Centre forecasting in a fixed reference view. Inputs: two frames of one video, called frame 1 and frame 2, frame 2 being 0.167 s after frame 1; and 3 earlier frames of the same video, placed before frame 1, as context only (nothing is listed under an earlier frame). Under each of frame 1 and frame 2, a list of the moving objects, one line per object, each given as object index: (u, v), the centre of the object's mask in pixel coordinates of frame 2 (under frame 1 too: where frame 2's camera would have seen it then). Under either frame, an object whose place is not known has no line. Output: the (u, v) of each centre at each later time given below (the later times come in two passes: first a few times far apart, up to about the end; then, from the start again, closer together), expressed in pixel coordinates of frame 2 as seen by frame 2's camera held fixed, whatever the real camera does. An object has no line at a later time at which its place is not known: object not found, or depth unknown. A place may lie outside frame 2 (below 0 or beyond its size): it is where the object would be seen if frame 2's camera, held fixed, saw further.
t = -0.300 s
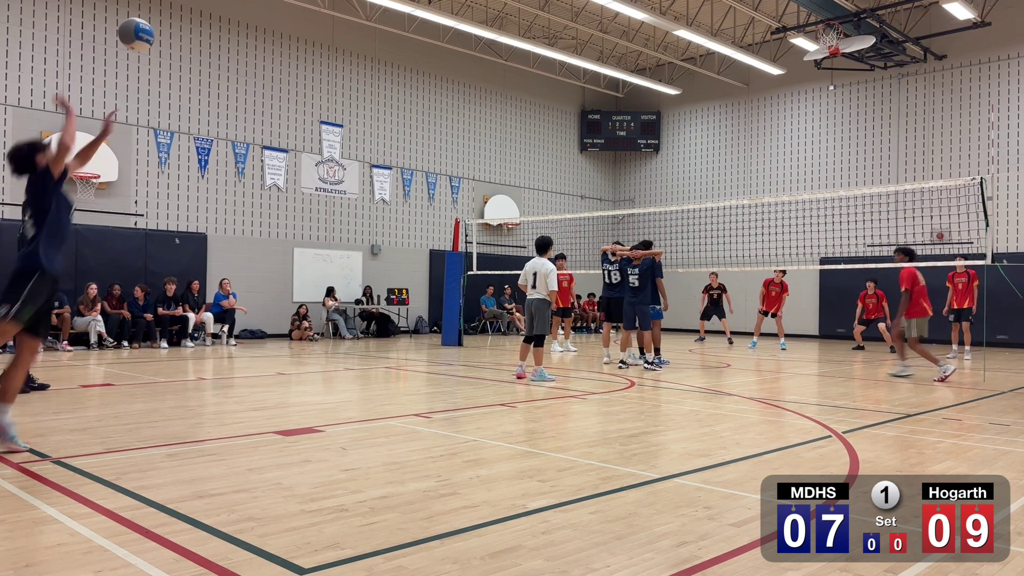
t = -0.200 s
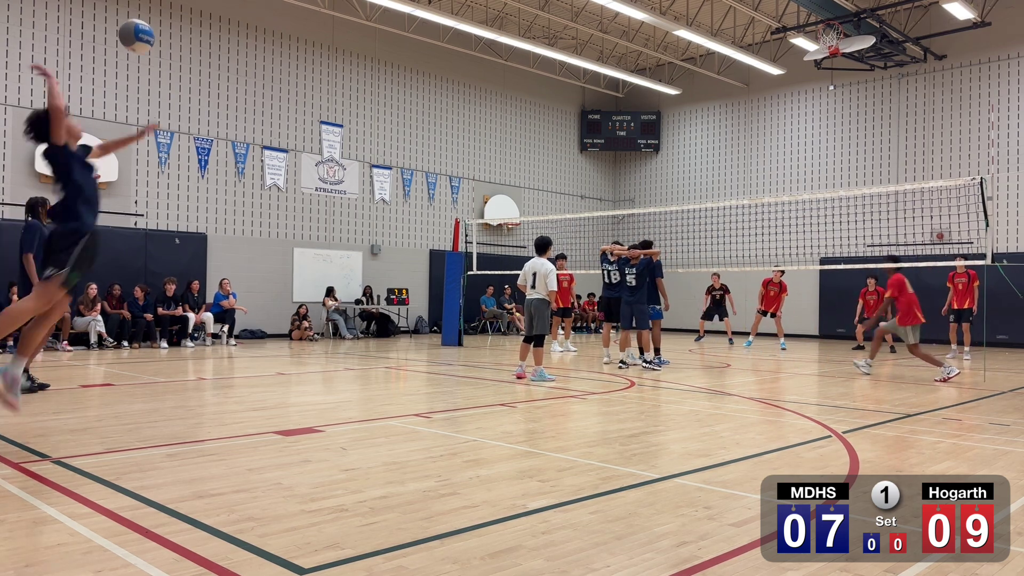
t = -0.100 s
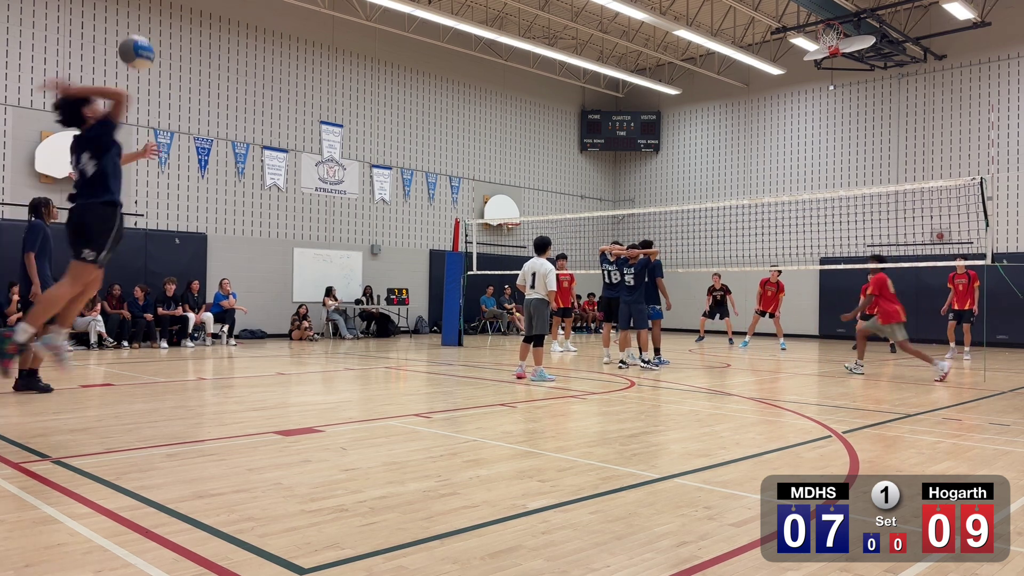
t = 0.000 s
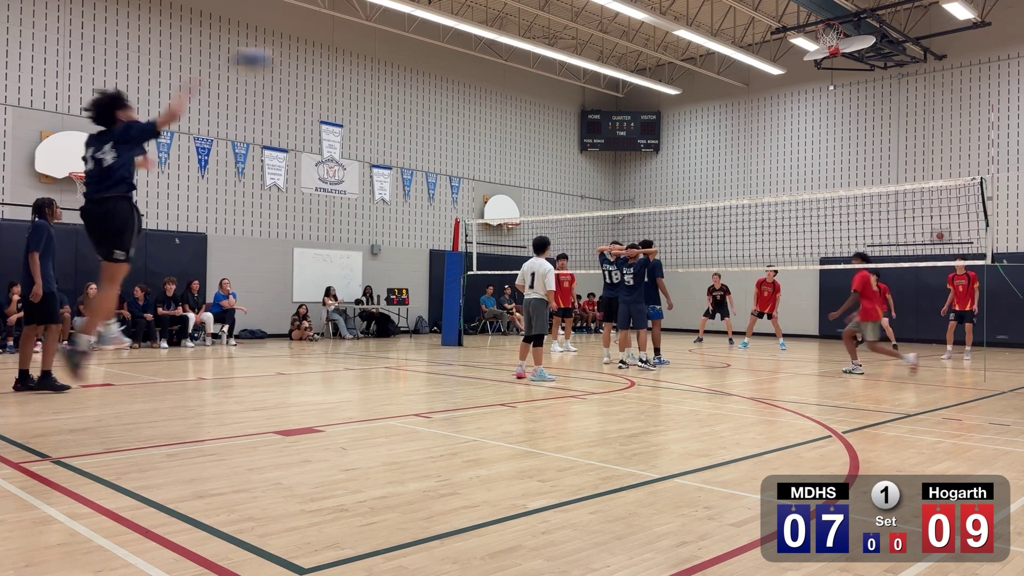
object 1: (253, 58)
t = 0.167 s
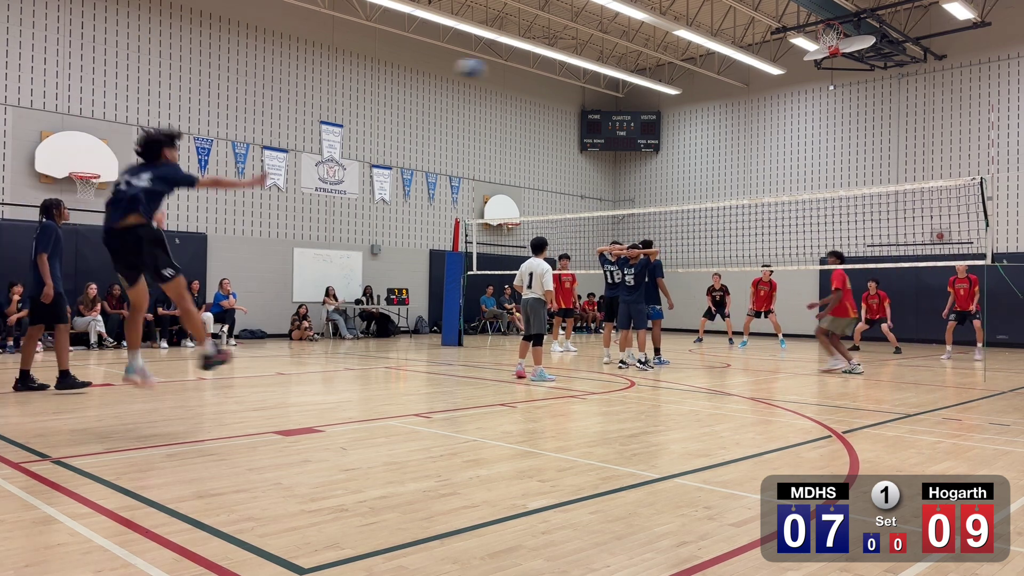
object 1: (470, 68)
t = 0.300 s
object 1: (581, 86)
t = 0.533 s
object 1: (702, 133)
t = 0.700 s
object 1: (762, 176)
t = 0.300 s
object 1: (581, 86)
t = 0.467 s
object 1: (672, 118)
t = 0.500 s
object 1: (688, 126)
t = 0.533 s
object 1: (702, 133)
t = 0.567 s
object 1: (715, 141)
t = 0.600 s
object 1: (727, 150)
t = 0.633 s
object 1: (739, 158)
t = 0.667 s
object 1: (751, 166)
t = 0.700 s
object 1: (762, 176)
